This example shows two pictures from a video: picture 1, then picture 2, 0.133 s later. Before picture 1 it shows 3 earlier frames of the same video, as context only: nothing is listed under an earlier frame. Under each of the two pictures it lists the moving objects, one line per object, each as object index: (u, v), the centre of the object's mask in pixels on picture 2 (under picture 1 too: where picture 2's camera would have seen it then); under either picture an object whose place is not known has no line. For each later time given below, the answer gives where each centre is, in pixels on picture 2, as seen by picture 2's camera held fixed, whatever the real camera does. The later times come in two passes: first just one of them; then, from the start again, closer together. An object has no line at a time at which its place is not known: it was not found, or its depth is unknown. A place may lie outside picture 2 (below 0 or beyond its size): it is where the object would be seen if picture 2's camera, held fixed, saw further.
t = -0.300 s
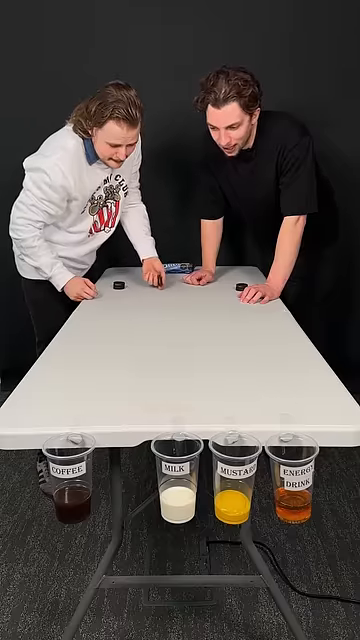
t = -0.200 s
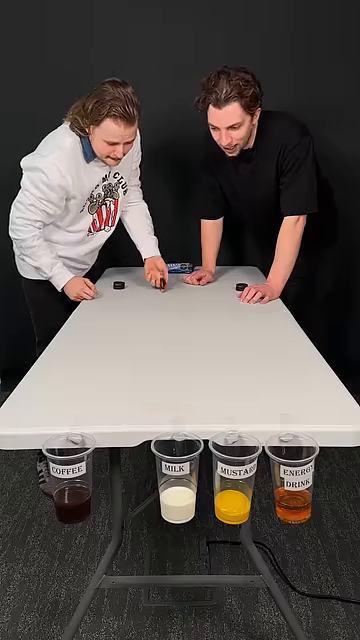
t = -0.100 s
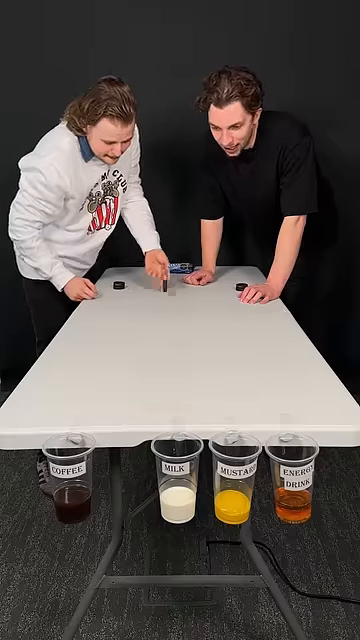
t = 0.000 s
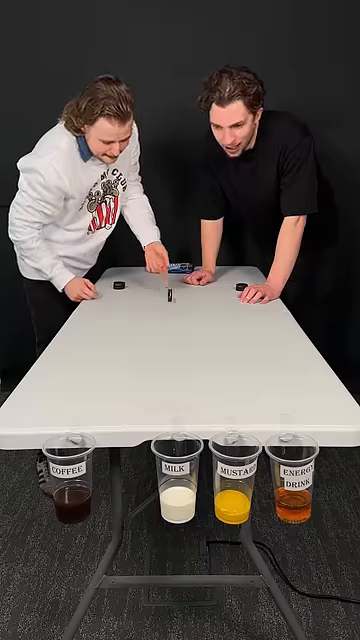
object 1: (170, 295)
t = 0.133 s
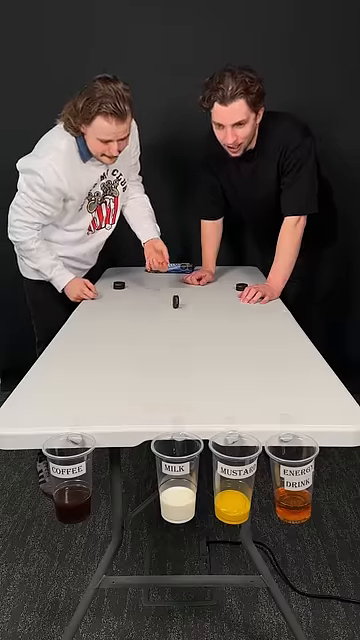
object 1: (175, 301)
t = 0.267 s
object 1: (181, 310)
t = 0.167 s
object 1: (177, 303)
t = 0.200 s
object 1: (178, 305)
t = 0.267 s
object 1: (181, 310)
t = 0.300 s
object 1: (183, 311)
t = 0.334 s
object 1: (185, 315)
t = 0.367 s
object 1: (186, 317)
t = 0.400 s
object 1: (188, 321)
